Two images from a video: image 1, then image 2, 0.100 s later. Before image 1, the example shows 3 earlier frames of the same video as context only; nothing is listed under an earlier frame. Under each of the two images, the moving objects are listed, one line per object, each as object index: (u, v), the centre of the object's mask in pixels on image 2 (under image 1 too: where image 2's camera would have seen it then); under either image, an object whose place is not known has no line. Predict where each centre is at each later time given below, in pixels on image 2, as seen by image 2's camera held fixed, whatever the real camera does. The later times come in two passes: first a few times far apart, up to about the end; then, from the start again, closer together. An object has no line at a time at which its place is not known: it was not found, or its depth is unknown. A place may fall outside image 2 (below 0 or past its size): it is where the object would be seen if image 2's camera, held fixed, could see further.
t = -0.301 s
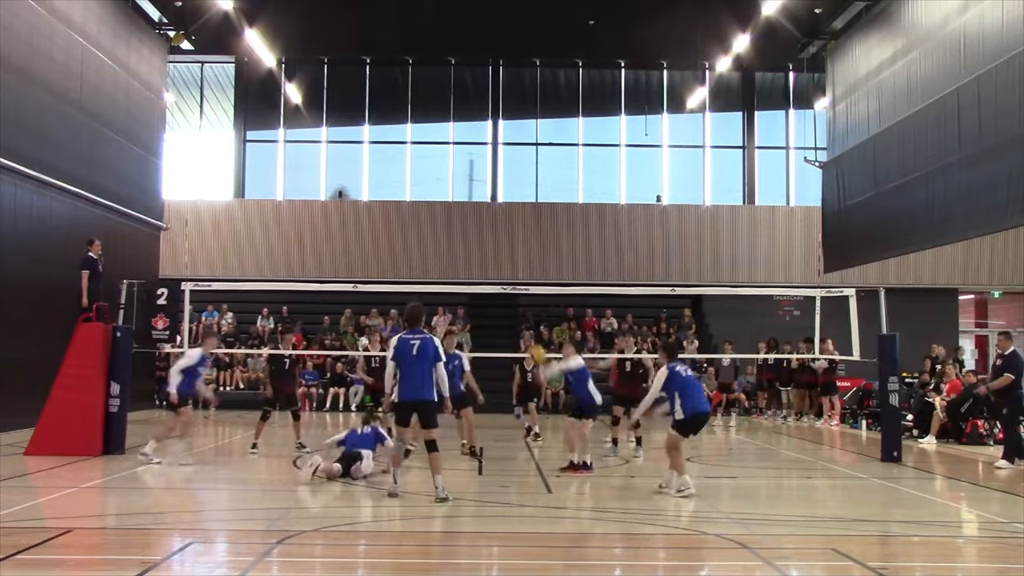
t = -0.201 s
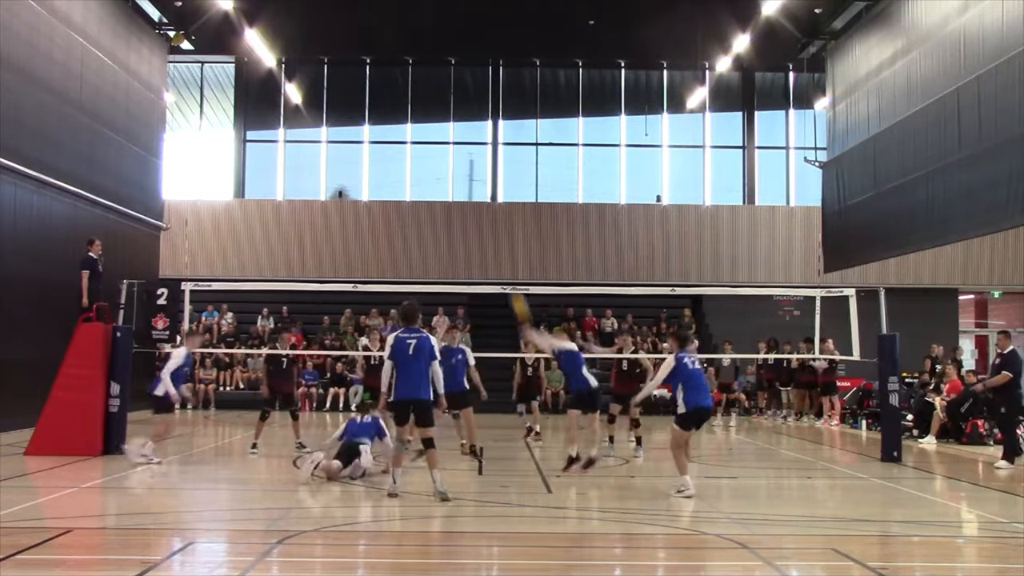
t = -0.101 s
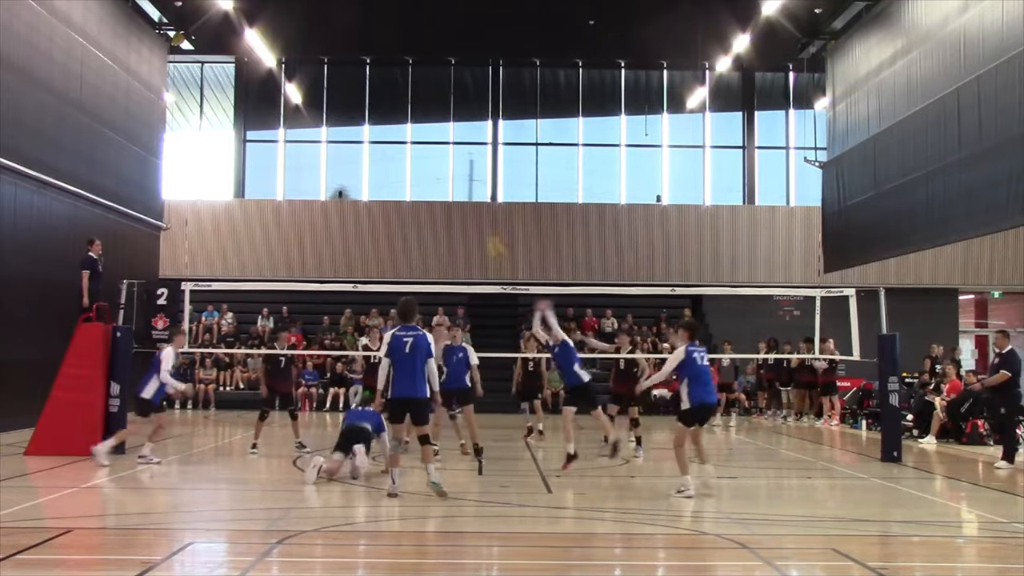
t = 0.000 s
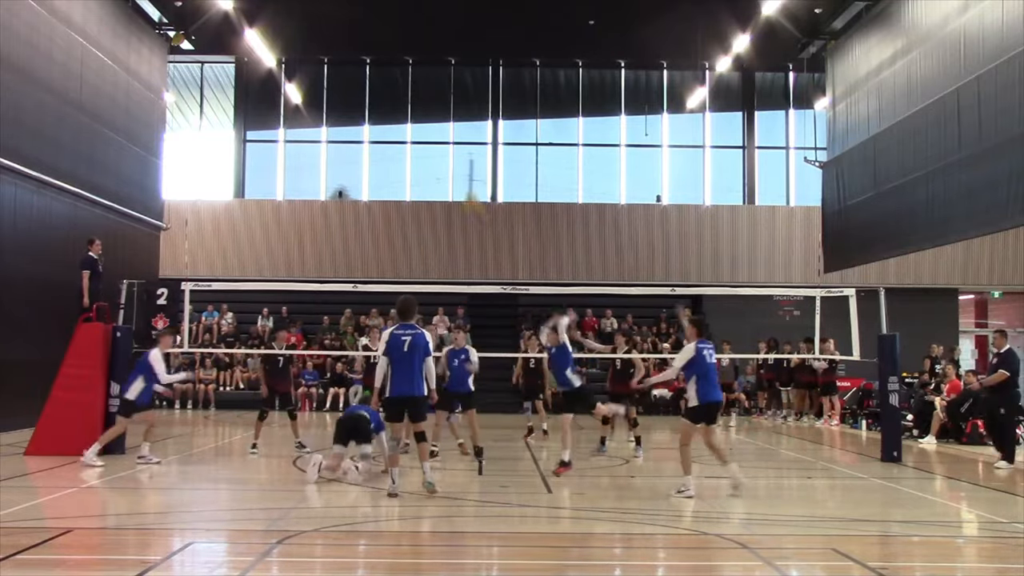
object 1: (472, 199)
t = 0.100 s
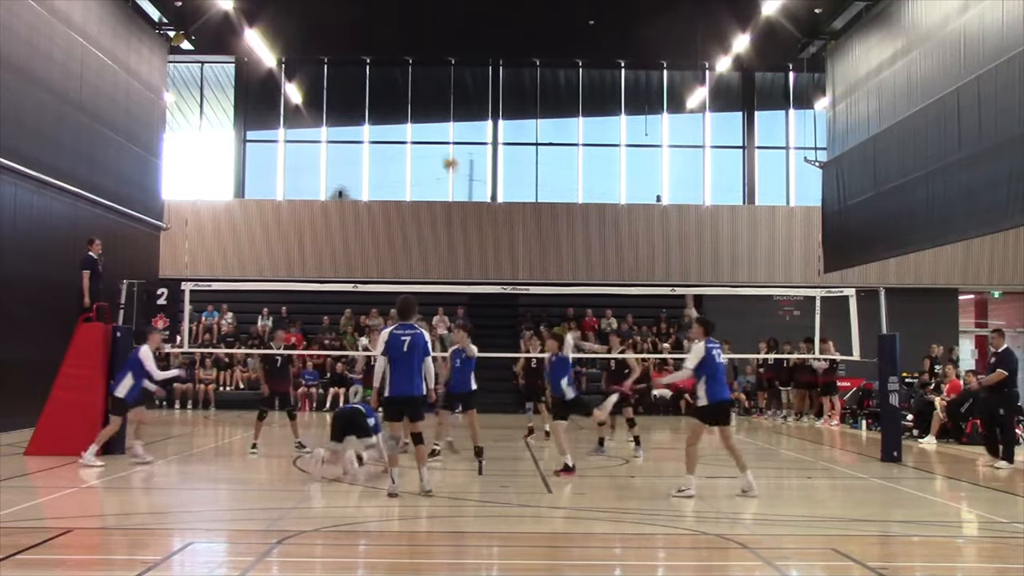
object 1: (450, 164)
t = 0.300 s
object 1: (406, 110)
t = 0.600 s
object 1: (344, 92)
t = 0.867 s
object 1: (290, 132)
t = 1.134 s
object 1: (235, 228)
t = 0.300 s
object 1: (406, 110)
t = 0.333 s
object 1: (399, 106)
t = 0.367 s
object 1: (393, 101)
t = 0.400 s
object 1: (386, 98)
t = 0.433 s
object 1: (380, 94)
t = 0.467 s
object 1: (373, 92)
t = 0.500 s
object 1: (366, 91)
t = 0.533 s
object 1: (357, 91)
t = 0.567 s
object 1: (351, 91)
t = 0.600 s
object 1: (344, 92)
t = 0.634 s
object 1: (338, 94)
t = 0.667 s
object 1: (331, 97)
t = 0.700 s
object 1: (325, 101)
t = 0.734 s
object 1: (317, 105)
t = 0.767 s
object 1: (311, 111)
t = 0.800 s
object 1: (304, 117)
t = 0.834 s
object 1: (297, 123)
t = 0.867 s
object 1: (290, 132)
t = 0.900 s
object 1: (283, 143)
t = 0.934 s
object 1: (274, 152)
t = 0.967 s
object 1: (268, 164)
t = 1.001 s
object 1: (262, 175)
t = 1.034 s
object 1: (255, 187)
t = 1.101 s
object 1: (240, 215)
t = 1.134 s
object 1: (235, 228)
